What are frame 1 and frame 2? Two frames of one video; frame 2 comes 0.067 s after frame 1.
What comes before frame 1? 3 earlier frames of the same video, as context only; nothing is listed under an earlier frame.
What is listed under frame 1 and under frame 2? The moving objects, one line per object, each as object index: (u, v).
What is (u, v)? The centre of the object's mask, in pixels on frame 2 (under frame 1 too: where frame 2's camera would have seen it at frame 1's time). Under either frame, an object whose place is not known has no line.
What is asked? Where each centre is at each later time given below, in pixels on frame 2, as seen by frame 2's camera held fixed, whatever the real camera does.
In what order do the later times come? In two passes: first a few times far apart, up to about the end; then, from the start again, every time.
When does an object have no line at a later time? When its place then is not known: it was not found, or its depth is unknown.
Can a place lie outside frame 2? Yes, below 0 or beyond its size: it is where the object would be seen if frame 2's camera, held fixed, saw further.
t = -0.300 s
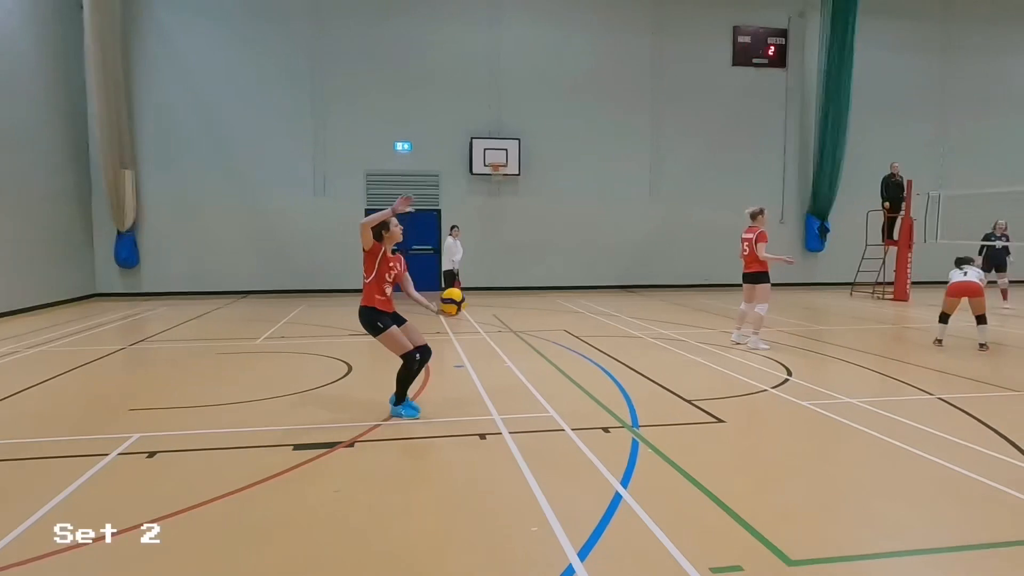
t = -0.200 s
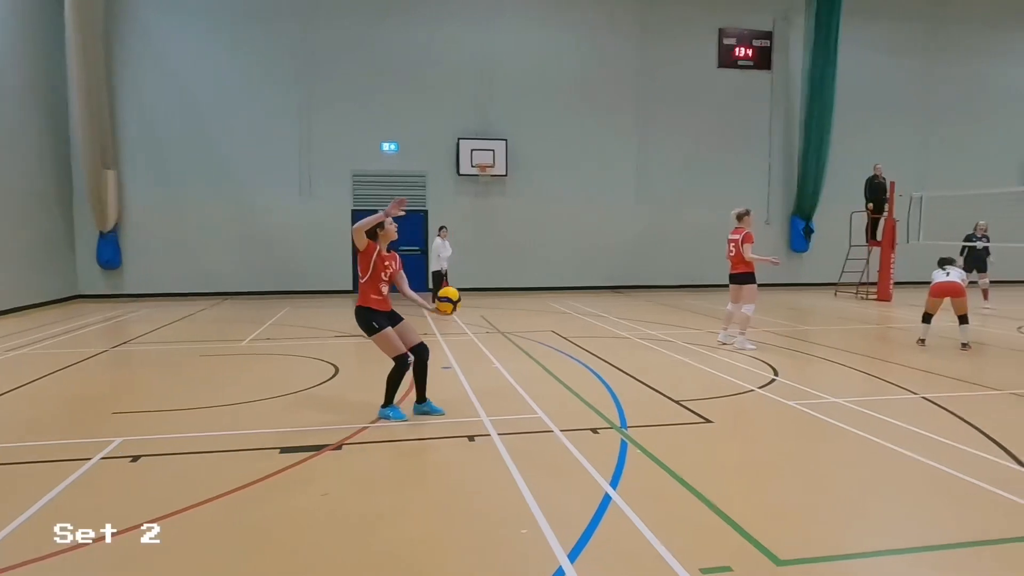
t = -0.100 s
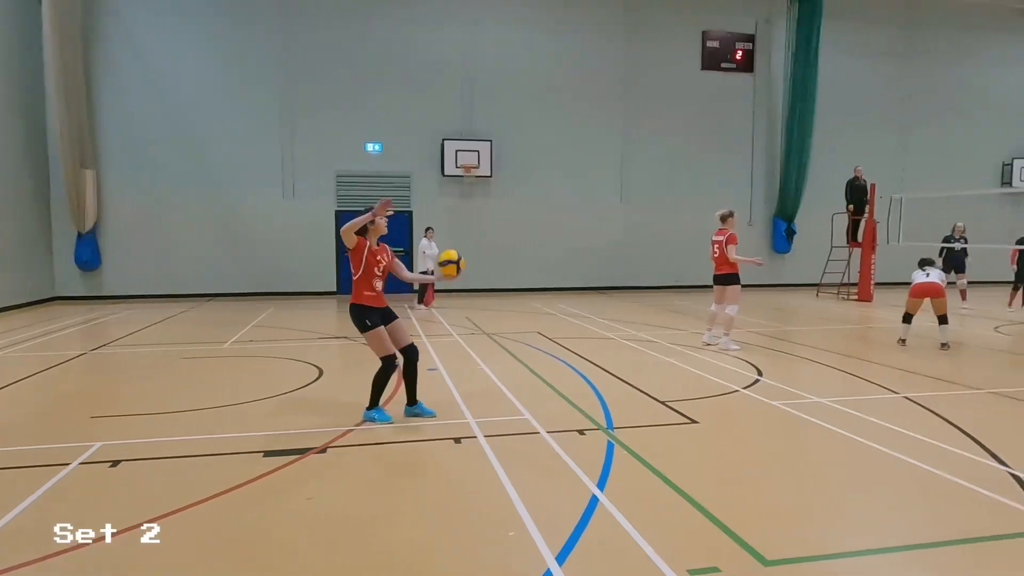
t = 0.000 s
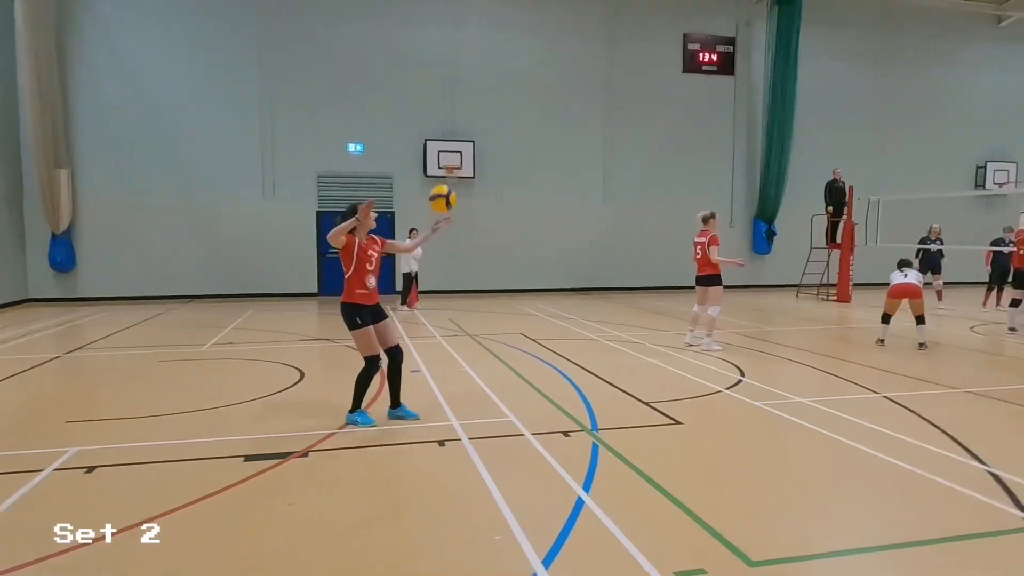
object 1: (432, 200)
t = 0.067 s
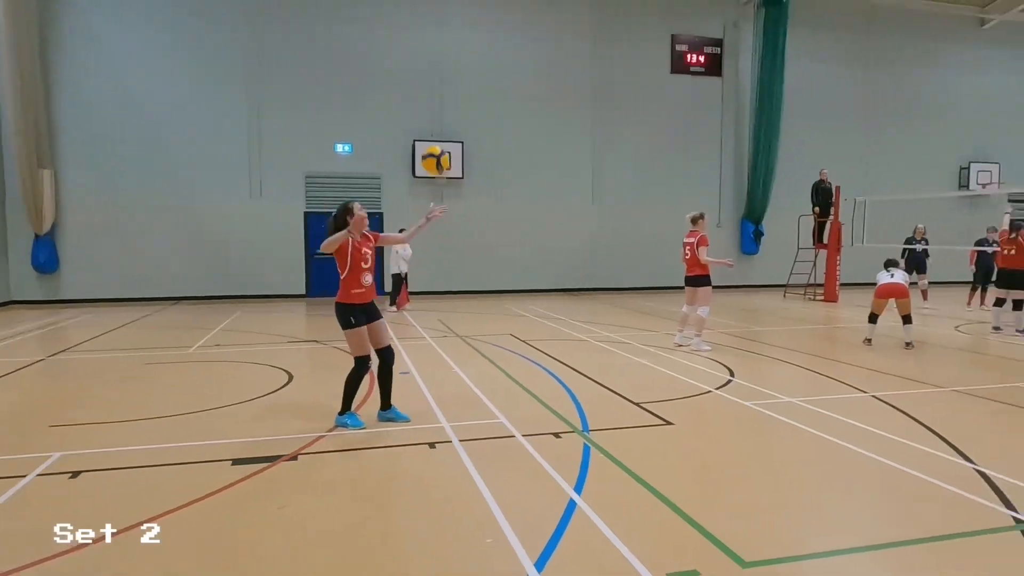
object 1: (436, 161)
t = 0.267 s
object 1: (446, 75)
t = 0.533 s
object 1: (465, 43)
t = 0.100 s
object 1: (437, 142)
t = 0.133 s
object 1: (439, 126)
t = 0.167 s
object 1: (441, 111)
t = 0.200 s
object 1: (442, 98)
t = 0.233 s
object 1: (444, 86)
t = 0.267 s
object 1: (446, 75)
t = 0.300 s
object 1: (448, 66)
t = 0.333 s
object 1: (451, 58)
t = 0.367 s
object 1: (453, 52)
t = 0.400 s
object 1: (455, 47)
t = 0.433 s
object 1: (458, 44)
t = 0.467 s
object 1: (460, 42)
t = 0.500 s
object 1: (462, 42)
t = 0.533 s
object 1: (465, 43)
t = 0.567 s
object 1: (467, 45)
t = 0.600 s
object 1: (470, 49)
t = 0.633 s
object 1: (472, 54)
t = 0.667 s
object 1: (473, 61)
